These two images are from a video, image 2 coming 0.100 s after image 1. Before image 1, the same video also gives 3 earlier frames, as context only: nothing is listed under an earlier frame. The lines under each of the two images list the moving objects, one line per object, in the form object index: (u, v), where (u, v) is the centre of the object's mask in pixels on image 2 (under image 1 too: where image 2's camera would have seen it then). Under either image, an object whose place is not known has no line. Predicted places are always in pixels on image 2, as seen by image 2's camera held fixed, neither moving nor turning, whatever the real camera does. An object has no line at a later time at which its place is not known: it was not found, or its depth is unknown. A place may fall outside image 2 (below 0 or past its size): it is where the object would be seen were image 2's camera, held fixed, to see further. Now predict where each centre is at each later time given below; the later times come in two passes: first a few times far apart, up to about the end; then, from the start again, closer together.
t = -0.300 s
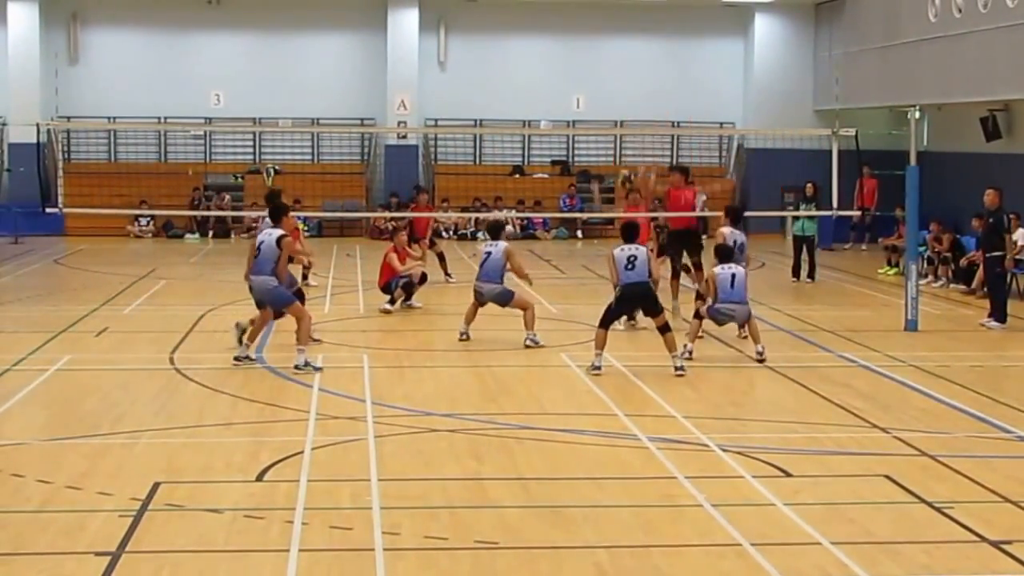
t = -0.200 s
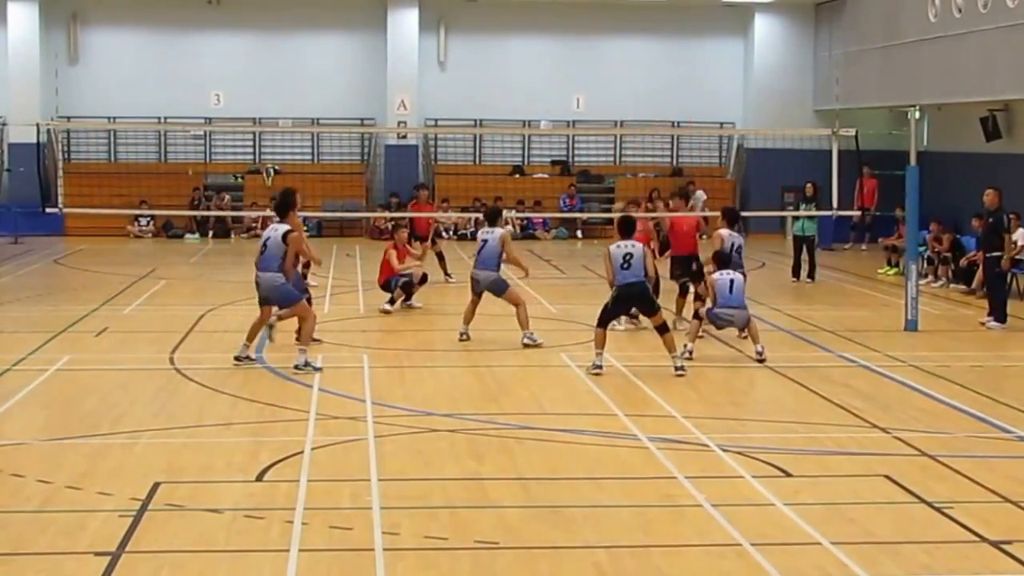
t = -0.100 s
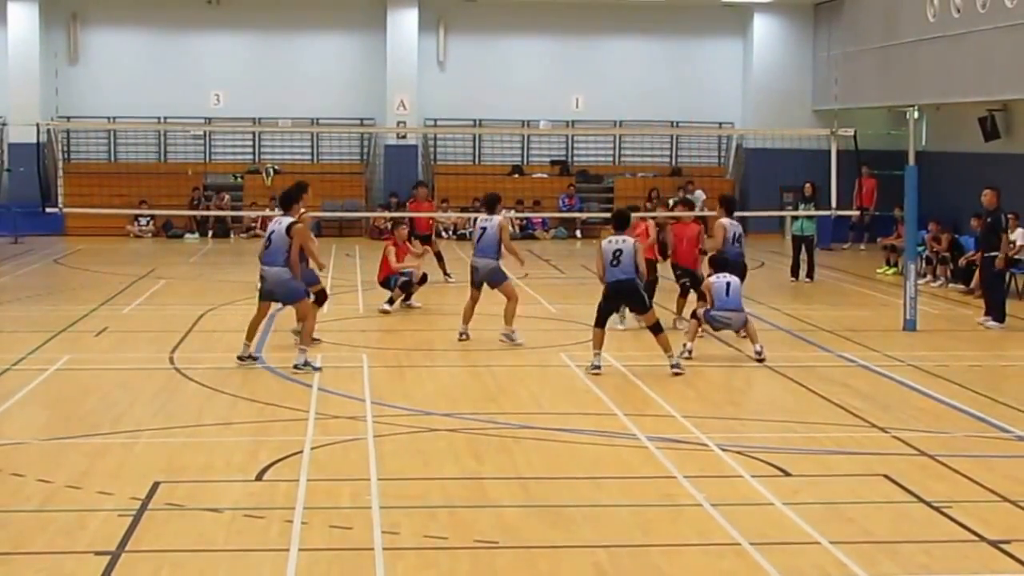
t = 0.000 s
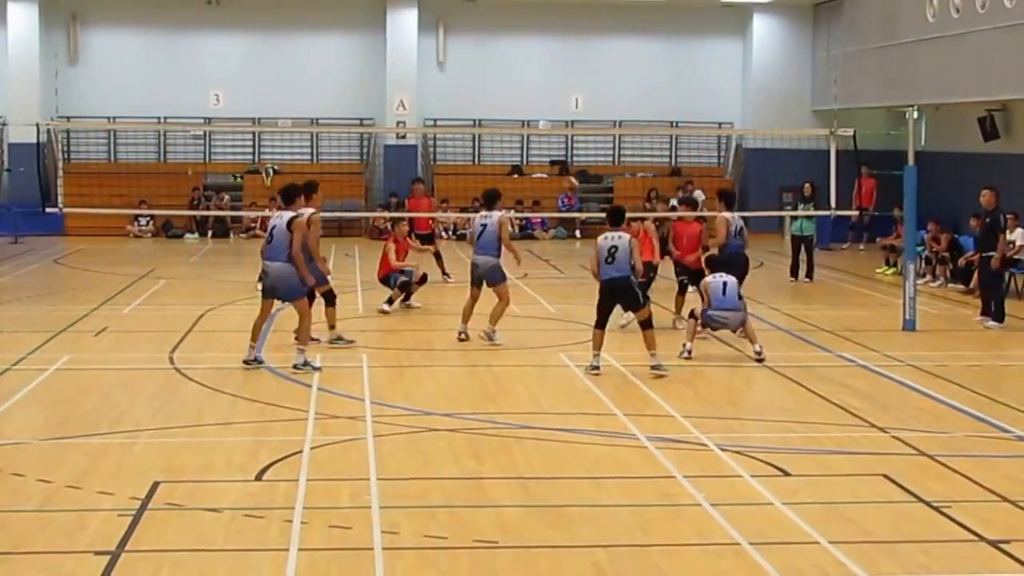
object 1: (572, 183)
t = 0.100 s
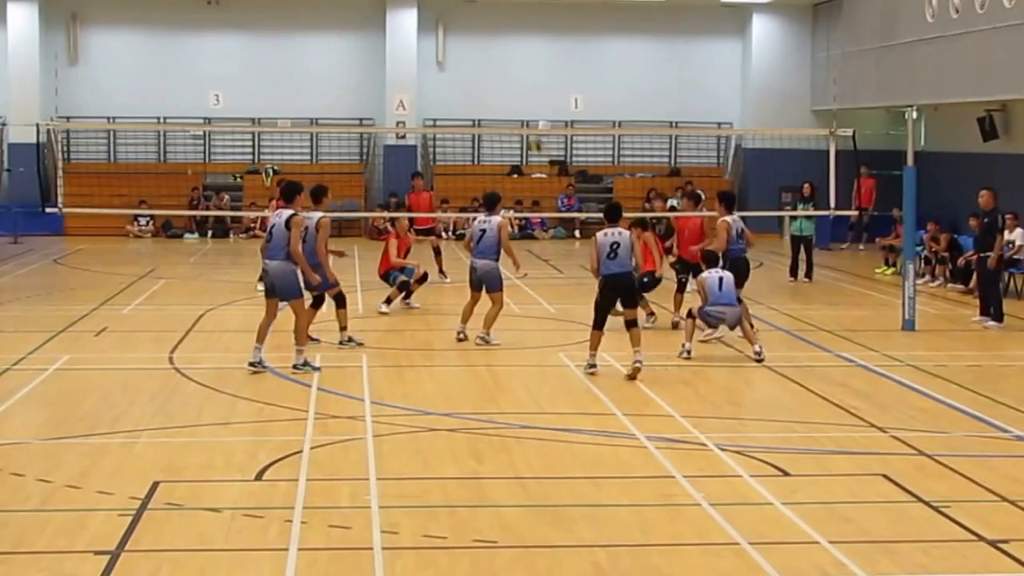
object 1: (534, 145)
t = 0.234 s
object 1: (487, 103)
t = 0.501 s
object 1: (397, 66)
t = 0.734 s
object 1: (327, 79)
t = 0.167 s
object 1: (510, 121)
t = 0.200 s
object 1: (498, 112)
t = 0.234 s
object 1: (487, 103)
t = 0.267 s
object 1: (475, 95)
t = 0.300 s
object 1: (464, 88)
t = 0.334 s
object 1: (452, 82)
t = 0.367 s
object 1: (441, 77)
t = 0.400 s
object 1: (430, 72)
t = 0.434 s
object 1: (419, 70)
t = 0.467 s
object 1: (408, 68)
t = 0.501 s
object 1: (397, 66)
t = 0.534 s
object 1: (386, 65)
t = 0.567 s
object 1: (377, 66)
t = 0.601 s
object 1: (366, 66)
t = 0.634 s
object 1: (355, 69)
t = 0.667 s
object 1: (346, 71)
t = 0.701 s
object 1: (337, 75)
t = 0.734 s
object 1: (327, 79)
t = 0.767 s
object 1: (318, 84)
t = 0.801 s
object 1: (308, 90)
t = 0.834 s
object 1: (299, 96)
